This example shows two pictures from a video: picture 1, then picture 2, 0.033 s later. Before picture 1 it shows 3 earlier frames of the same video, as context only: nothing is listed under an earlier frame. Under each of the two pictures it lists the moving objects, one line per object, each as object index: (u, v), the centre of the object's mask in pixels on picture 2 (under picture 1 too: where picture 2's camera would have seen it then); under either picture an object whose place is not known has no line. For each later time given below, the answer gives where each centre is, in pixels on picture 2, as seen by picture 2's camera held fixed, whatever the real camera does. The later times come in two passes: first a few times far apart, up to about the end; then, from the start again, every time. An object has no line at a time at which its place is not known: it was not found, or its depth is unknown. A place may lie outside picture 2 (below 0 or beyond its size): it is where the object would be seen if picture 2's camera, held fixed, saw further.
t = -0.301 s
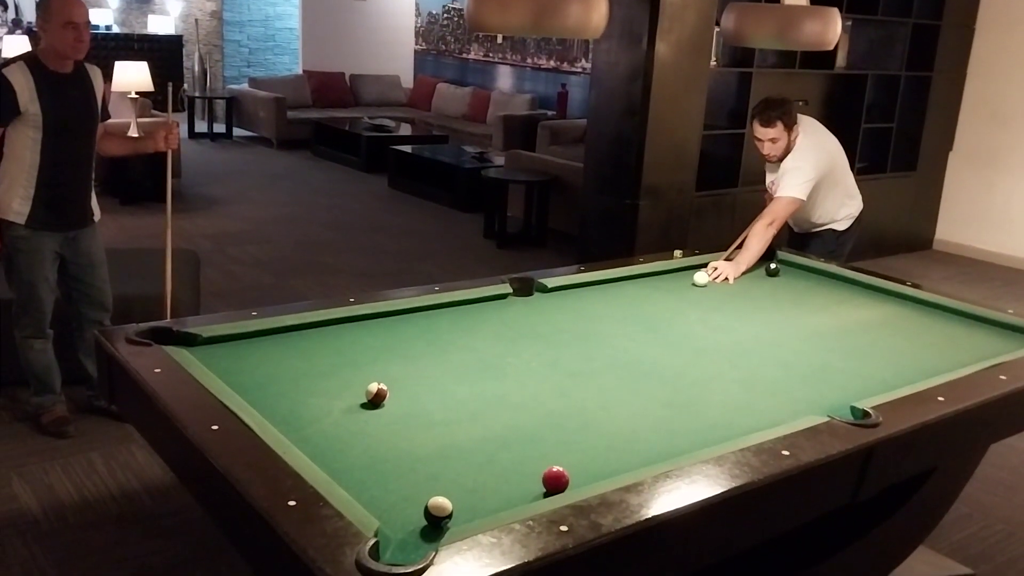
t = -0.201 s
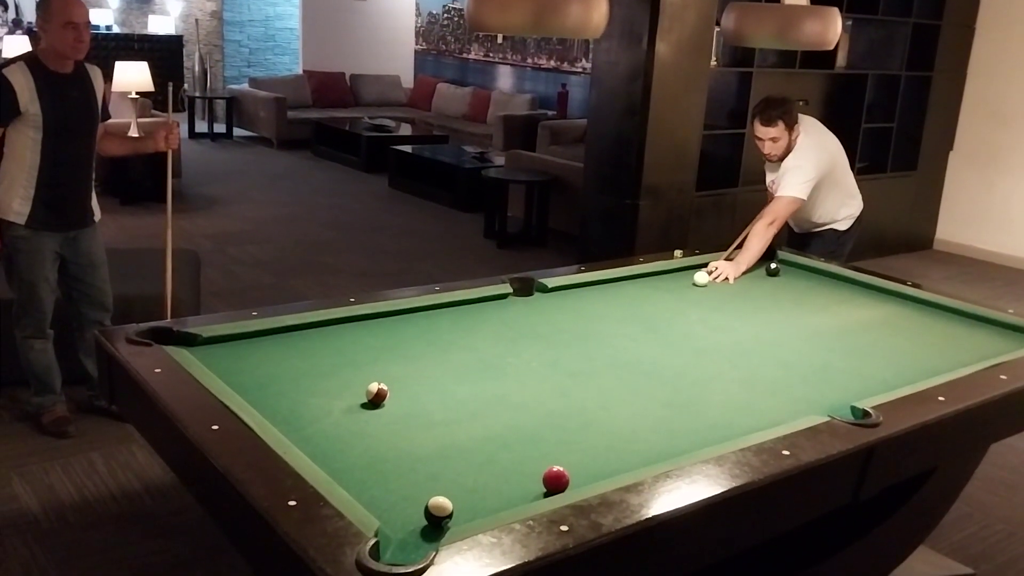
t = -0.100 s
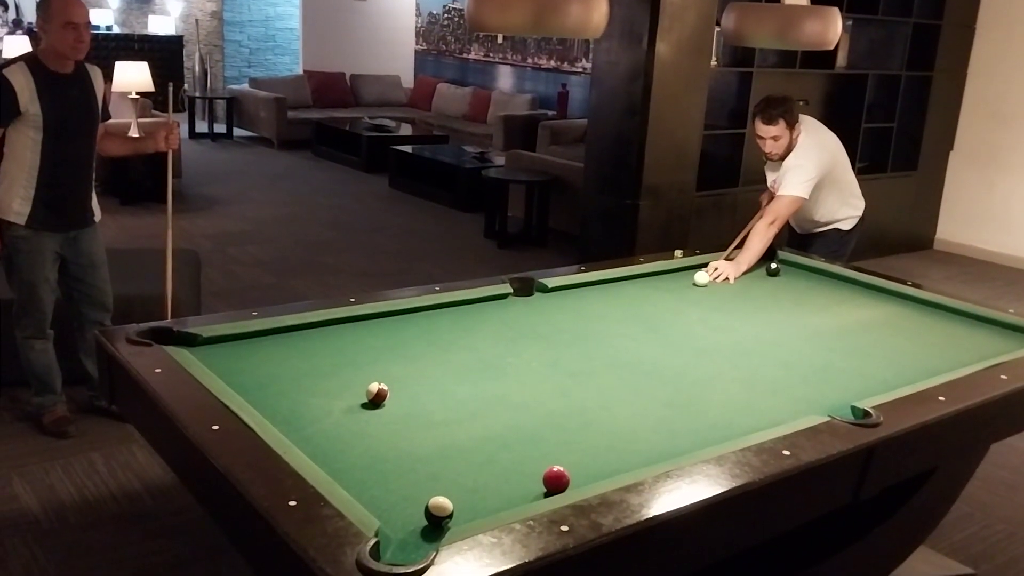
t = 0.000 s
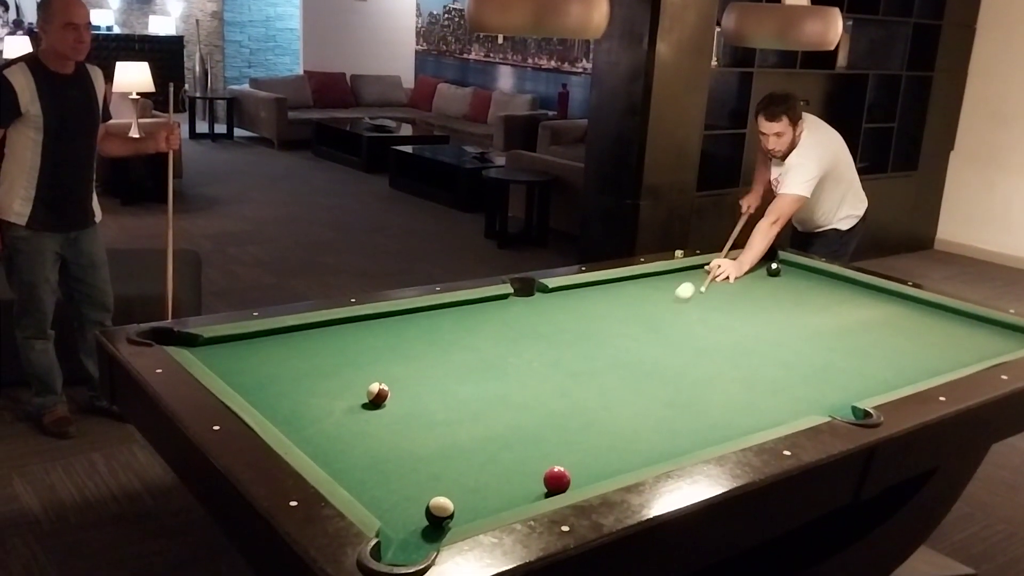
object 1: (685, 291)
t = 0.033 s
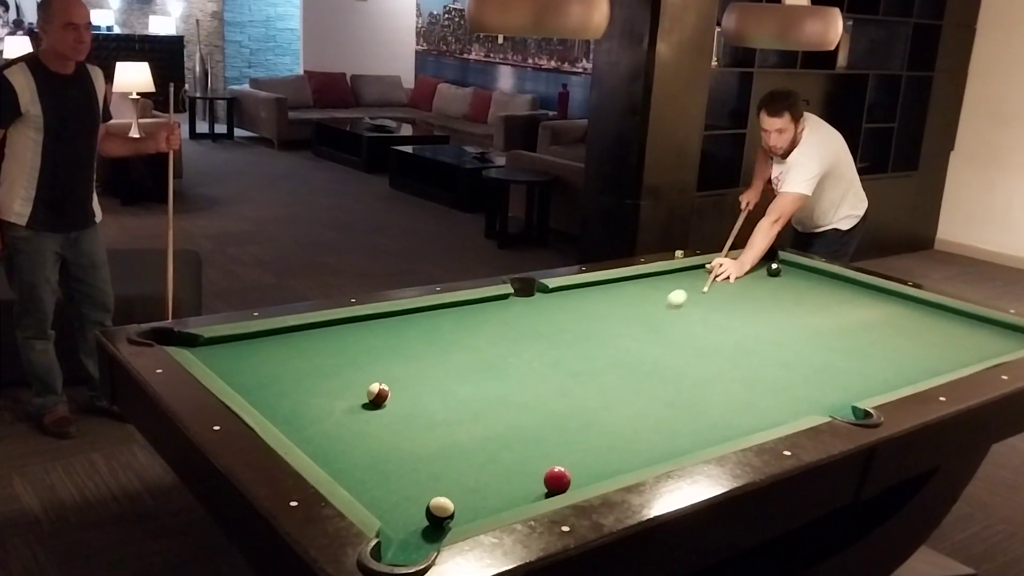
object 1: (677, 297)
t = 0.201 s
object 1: (636, 329)
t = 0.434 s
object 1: (581, 374)
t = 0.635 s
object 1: (534, 414)
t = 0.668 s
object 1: (526, 421)
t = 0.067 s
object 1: (669, 303)
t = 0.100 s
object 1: (661, 310)
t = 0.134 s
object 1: (653, 316)
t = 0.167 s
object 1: (645, 323)
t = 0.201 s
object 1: (636, 329)
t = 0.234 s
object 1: (628, 335)
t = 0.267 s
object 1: (620, 342)
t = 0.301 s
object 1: (612, 349)
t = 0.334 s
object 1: (604, 356)
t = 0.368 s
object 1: (596, 361)
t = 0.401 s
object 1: (589, 368)
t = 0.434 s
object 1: (581, 374)
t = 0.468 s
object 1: (574, 380)
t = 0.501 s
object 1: (566, 386)
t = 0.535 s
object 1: (559, 392)
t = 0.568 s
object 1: (551, 399)
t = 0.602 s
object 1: (543, 406)
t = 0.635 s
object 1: (534, 414)
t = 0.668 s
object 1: (526, 421)
